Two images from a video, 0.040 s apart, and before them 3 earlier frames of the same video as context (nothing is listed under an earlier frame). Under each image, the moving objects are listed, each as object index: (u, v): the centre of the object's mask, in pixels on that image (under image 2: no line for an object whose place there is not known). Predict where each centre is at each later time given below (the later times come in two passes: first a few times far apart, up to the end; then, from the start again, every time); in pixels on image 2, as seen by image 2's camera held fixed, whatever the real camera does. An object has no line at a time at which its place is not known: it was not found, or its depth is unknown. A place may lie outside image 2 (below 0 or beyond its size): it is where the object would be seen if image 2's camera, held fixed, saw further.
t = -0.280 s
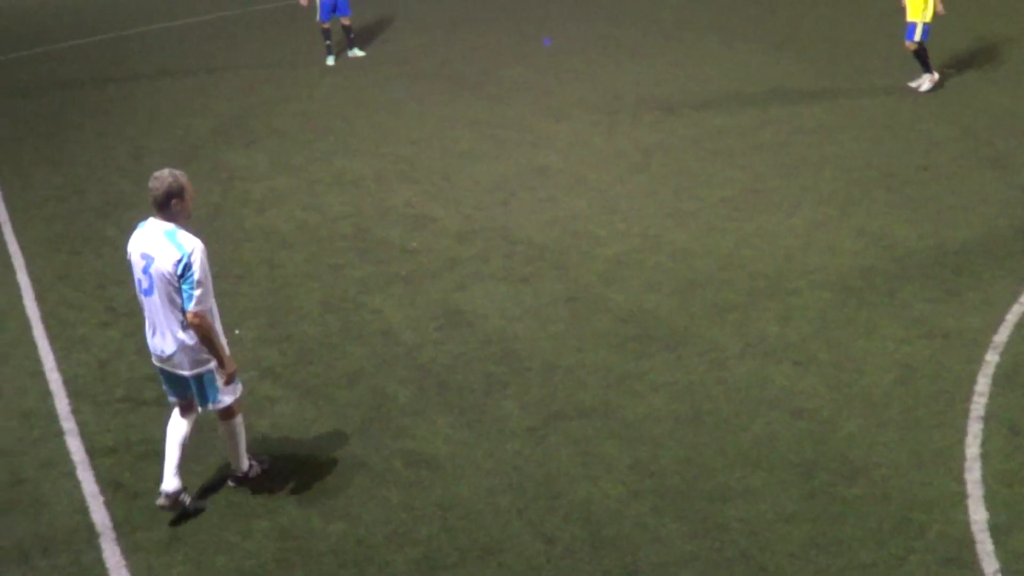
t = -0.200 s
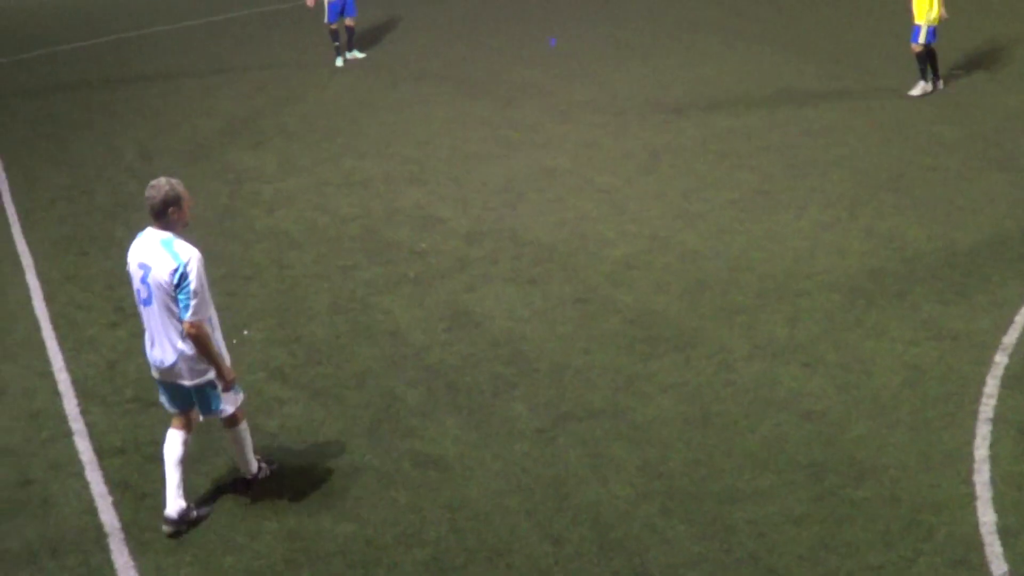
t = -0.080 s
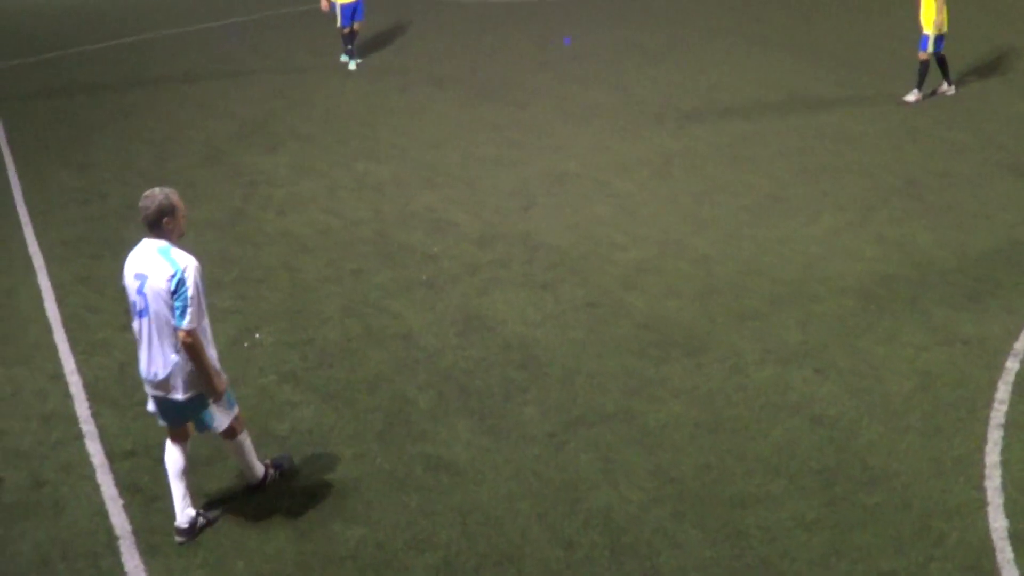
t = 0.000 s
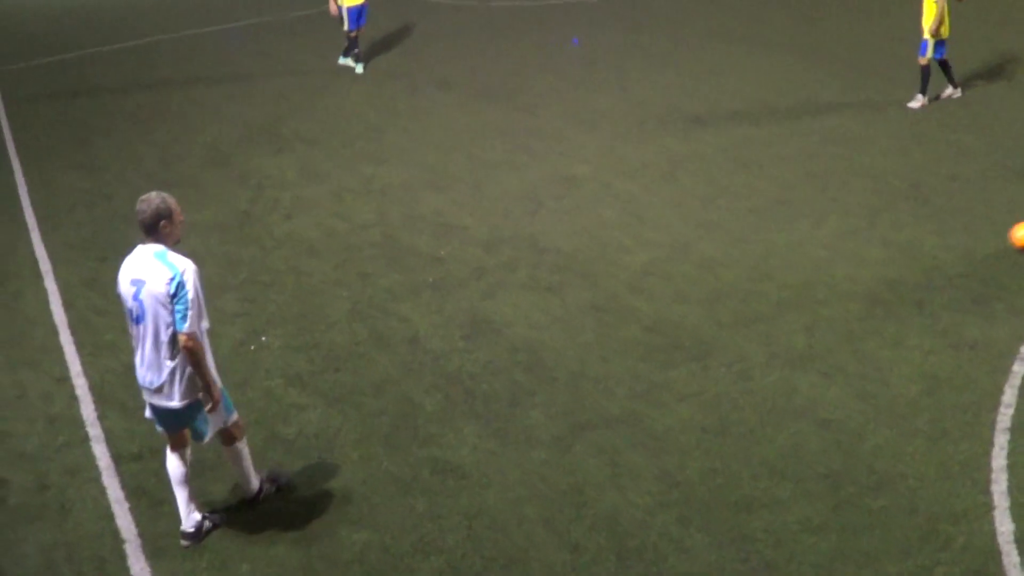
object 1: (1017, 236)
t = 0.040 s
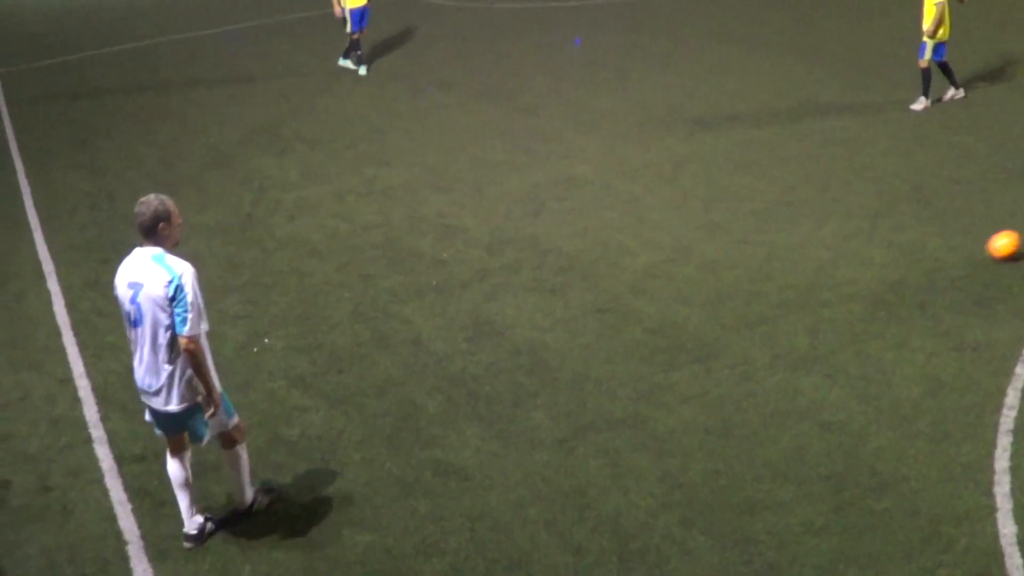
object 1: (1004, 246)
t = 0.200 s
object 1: (912, 274)
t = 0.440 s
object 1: (782, 312)
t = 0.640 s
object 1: (672, 345)
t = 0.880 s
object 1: (530, 387)
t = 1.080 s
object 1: (405, 423)
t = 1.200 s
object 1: (327, 447)
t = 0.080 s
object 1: (980, 253)
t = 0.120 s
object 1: (958, 260)
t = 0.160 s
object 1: (934, 267)
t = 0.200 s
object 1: (912, 274)
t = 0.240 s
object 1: (889, 281)
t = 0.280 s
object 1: (868, 287)
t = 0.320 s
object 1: (845, 294)
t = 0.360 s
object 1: (824, 300)
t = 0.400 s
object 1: (803, 306)
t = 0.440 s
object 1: (782, 312)
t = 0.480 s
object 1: (761, 319)
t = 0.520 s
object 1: (739, 324)
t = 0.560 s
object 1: (717, 331)
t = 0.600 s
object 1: (695, 339)
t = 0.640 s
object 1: (672, 345)
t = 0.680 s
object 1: (649, 351)
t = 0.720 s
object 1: (626, 358)
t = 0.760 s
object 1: (602, 366)
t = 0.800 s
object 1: (579, 373)
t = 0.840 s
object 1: (554, 380)
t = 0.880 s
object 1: (530, 387)
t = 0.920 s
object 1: (505, 394)
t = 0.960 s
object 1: (480, 402)
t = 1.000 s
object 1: (455, 409)
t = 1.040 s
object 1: (430, 417)
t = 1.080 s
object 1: (405, 423)
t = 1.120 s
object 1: (379, 432)
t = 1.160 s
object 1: (353, 441)
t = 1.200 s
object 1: (327, 447)
